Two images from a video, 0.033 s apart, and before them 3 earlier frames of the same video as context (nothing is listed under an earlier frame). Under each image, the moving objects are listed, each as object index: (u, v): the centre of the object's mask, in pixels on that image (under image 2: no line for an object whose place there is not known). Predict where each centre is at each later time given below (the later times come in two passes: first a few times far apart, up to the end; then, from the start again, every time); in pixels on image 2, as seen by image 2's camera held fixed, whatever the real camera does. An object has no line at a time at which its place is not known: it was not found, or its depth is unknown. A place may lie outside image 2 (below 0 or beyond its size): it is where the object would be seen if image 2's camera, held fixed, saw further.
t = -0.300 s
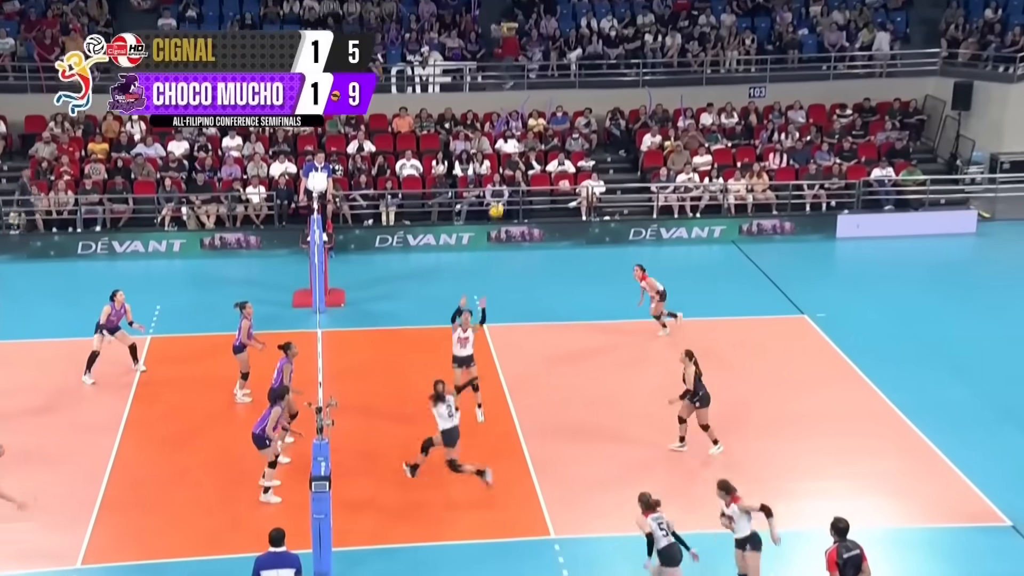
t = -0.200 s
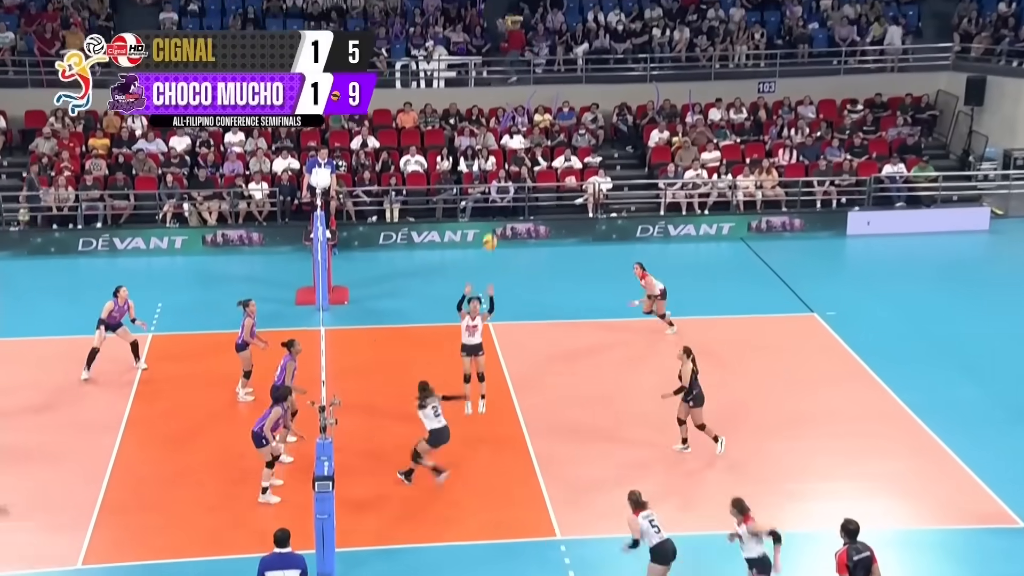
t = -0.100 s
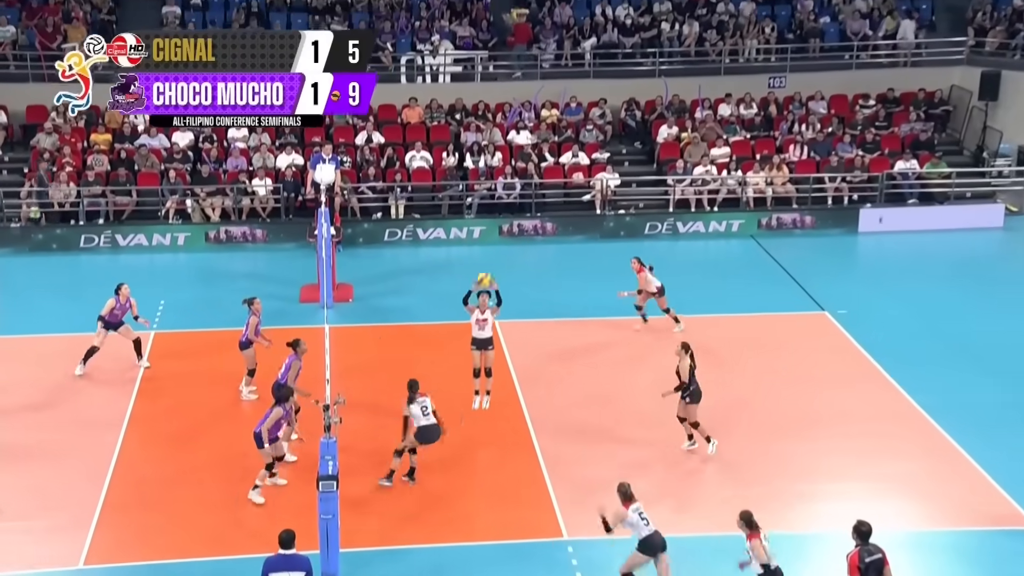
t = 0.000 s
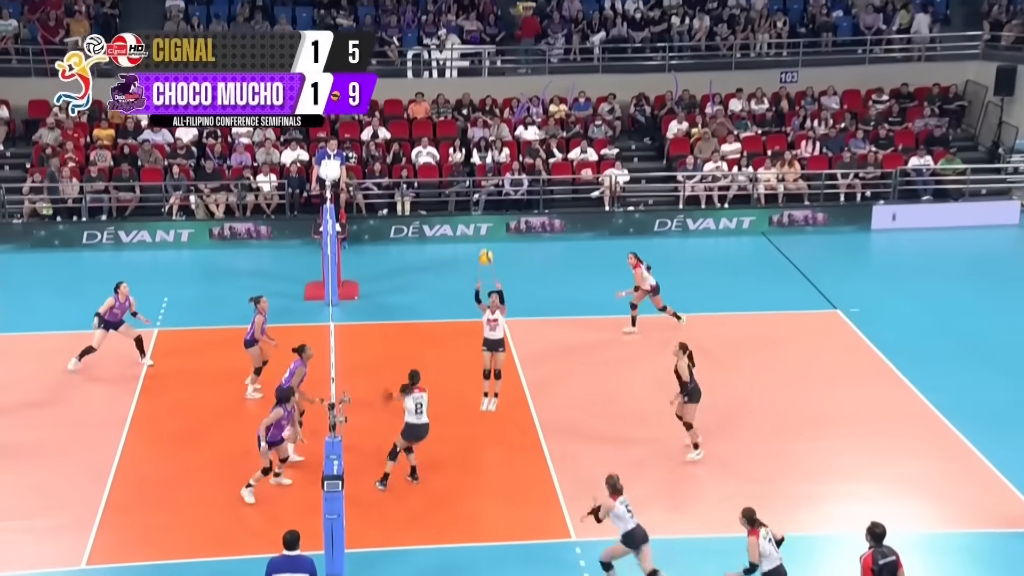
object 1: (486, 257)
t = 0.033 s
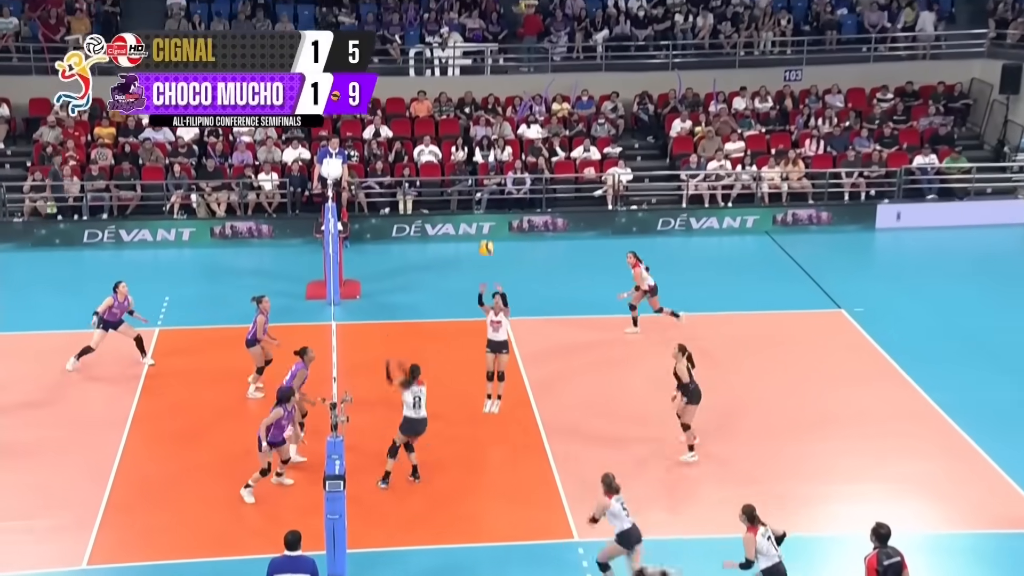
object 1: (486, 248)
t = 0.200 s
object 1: (475, 215)
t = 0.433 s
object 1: (459, 203)
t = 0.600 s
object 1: (448, 219)
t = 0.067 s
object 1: (484, 240)
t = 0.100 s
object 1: (482, 233)
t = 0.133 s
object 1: (480, 226)
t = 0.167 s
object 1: (477, 220)
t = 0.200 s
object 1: (475, 215)
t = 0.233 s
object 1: (473, 211)
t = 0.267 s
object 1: (471, 207)
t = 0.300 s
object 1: (468, 205)
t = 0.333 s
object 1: (466, 204)
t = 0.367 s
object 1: (464, 202)
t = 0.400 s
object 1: (462, 202)
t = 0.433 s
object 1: (459, 203)
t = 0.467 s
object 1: (457, 205)
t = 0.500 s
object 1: (455, 207)
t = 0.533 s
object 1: (453, 211)
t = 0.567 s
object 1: (451, 215)
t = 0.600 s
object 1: (448, 219)
